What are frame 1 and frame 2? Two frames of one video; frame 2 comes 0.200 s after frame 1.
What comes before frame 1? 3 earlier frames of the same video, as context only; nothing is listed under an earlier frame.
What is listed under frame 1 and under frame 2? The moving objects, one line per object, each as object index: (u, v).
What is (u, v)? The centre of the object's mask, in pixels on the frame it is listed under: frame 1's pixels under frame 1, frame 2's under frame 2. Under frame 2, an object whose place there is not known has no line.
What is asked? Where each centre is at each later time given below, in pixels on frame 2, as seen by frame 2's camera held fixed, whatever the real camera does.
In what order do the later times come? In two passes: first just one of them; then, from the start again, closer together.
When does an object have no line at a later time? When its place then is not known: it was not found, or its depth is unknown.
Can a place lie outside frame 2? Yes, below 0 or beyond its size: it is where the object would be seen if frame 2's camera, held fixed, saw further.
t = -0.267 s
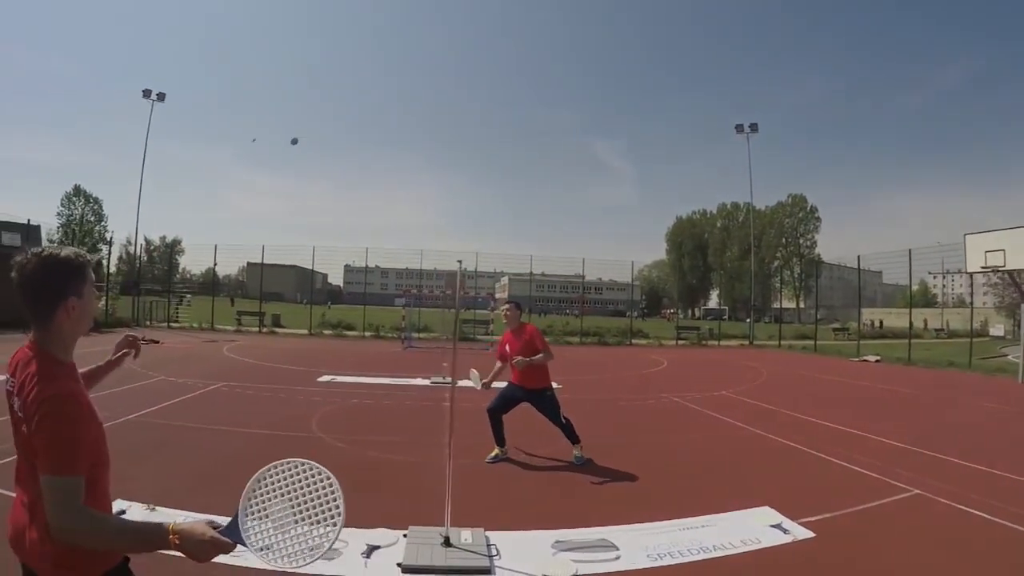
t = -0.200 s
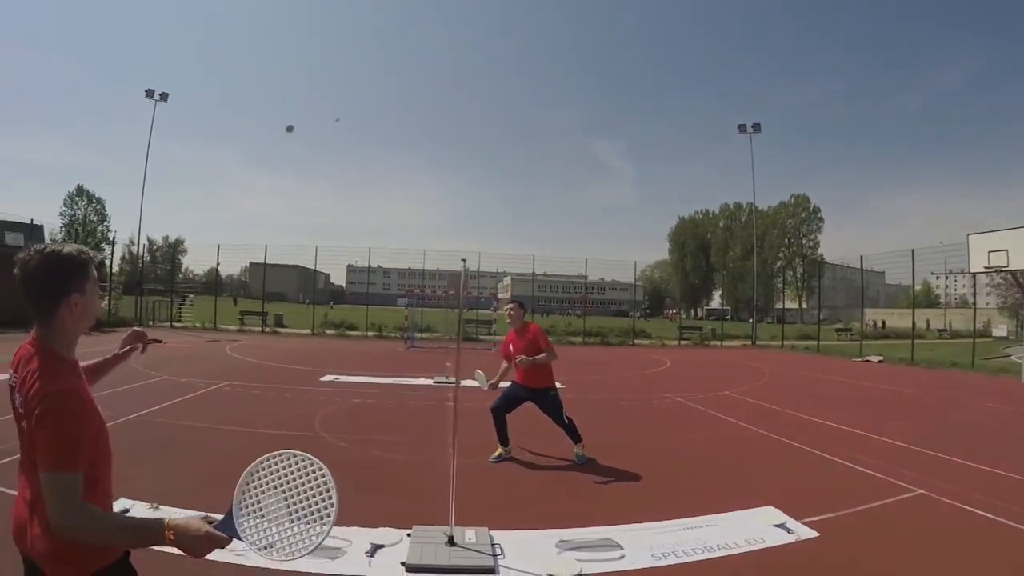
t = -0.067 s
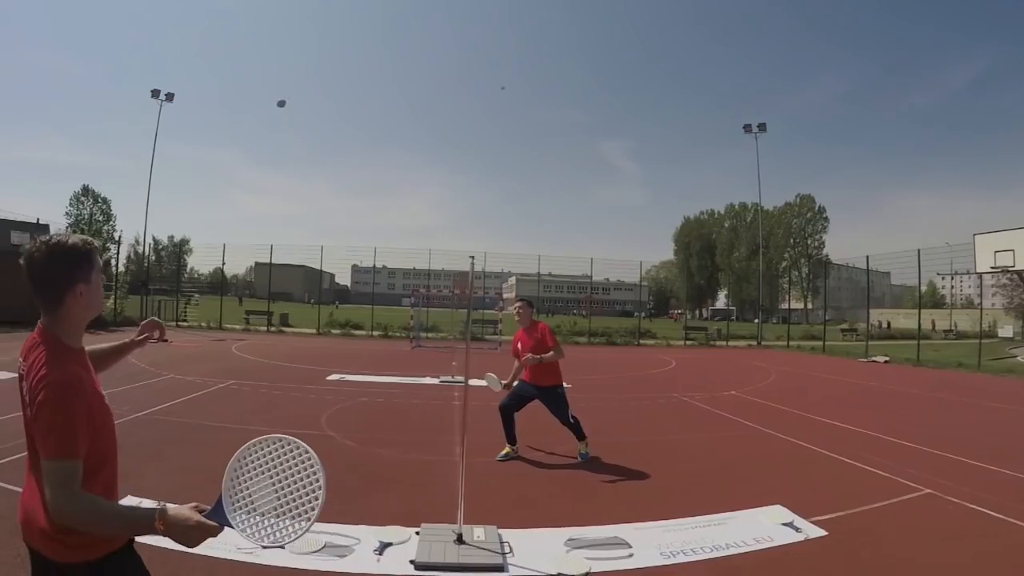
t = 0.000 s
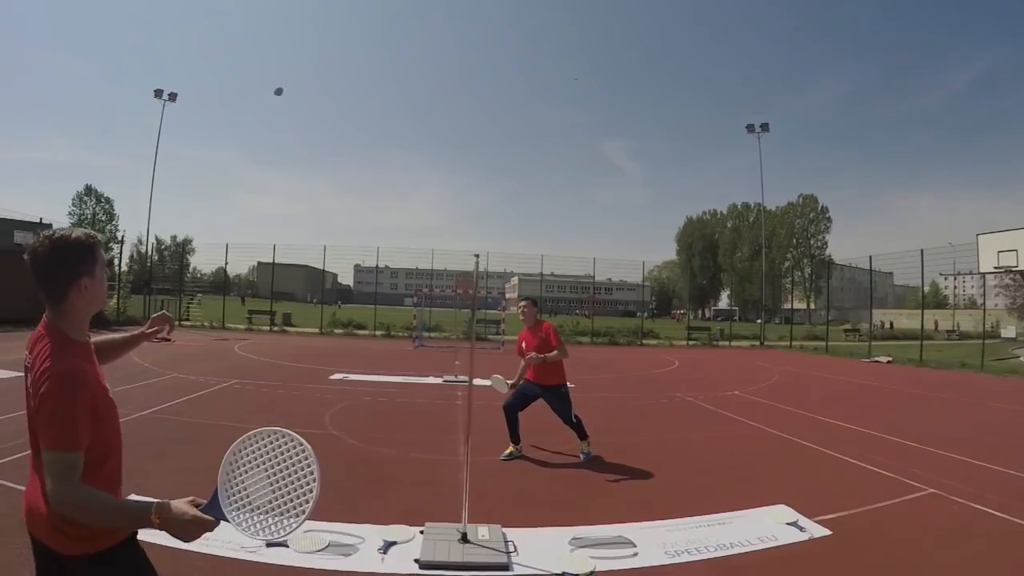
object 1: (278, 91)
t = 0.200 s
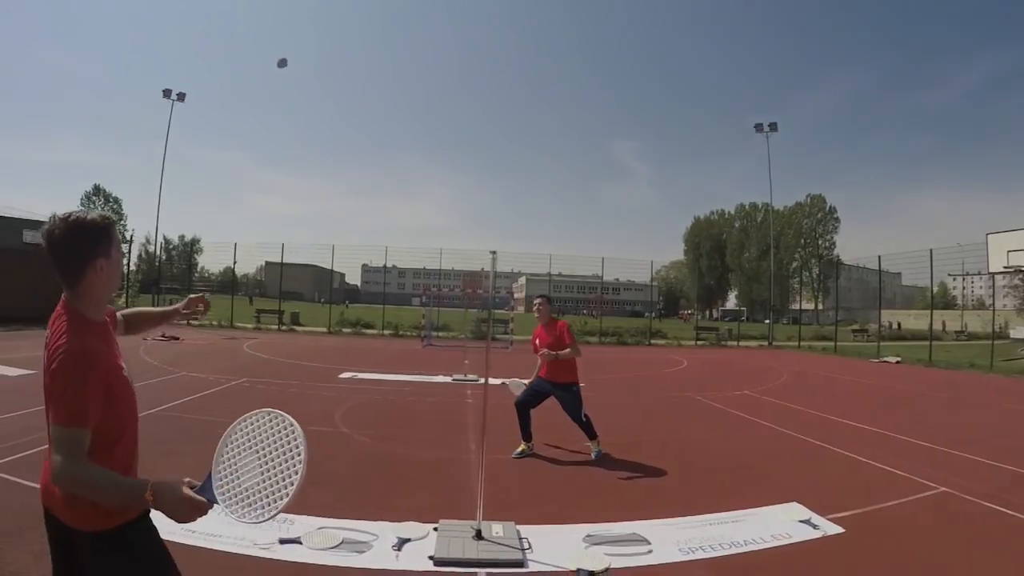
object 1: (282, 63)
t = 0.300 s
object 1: (288, 53)
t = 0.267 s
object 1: (285, 56)
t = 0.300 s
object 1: (288, 53)
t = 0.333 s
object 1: (290, 50)
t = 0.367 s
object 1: (294, 48)
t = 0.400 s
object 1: (298, 47)
